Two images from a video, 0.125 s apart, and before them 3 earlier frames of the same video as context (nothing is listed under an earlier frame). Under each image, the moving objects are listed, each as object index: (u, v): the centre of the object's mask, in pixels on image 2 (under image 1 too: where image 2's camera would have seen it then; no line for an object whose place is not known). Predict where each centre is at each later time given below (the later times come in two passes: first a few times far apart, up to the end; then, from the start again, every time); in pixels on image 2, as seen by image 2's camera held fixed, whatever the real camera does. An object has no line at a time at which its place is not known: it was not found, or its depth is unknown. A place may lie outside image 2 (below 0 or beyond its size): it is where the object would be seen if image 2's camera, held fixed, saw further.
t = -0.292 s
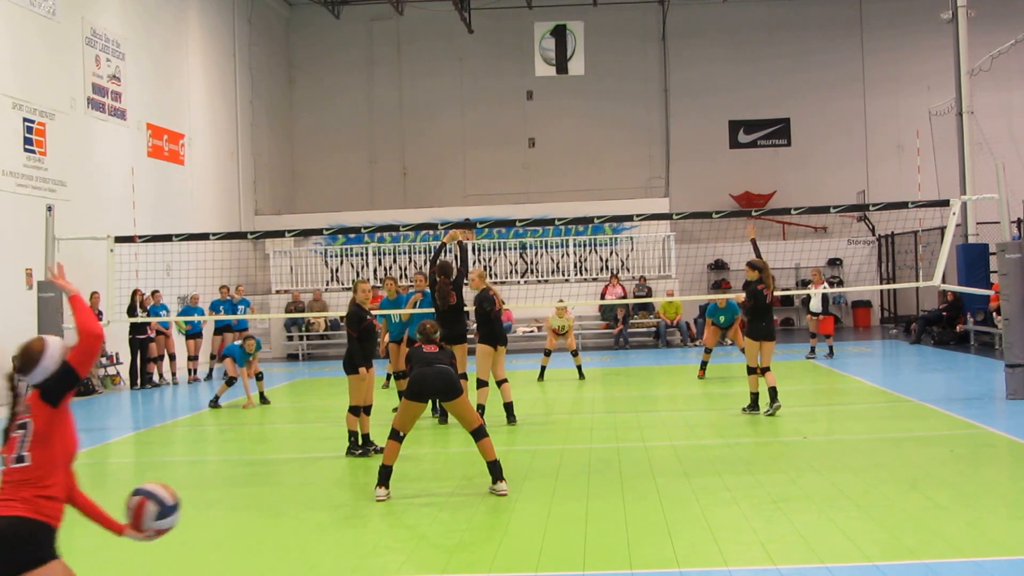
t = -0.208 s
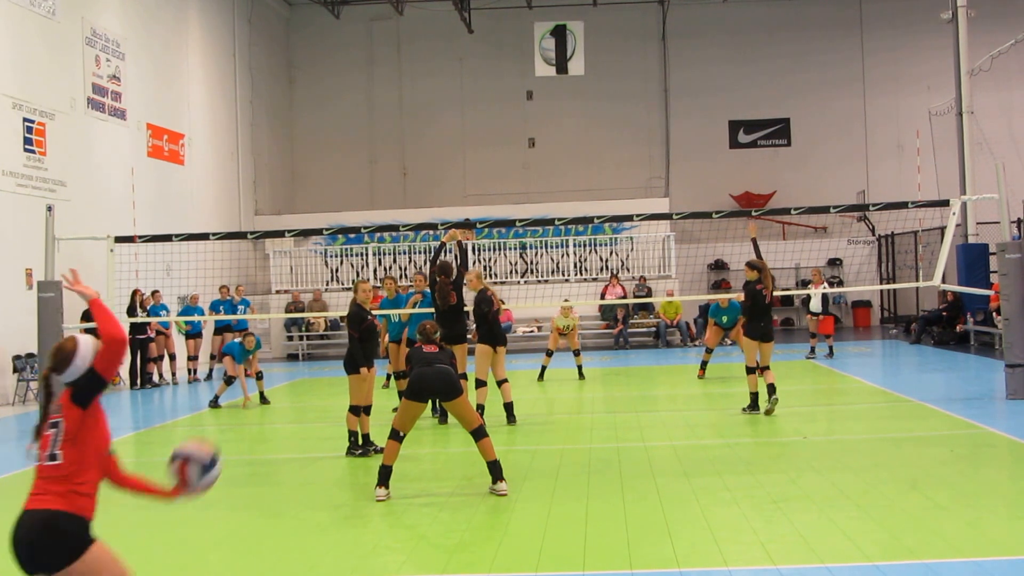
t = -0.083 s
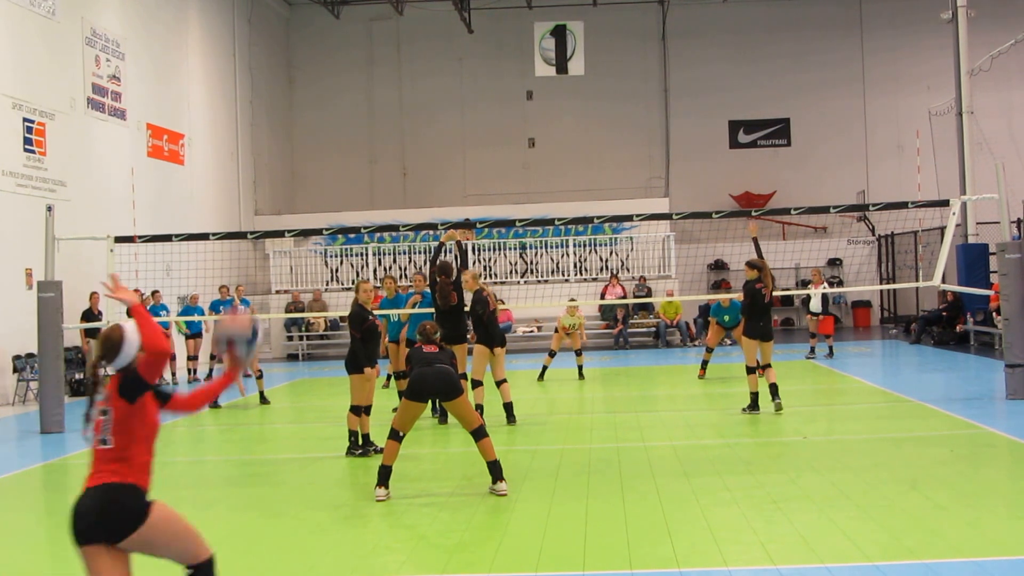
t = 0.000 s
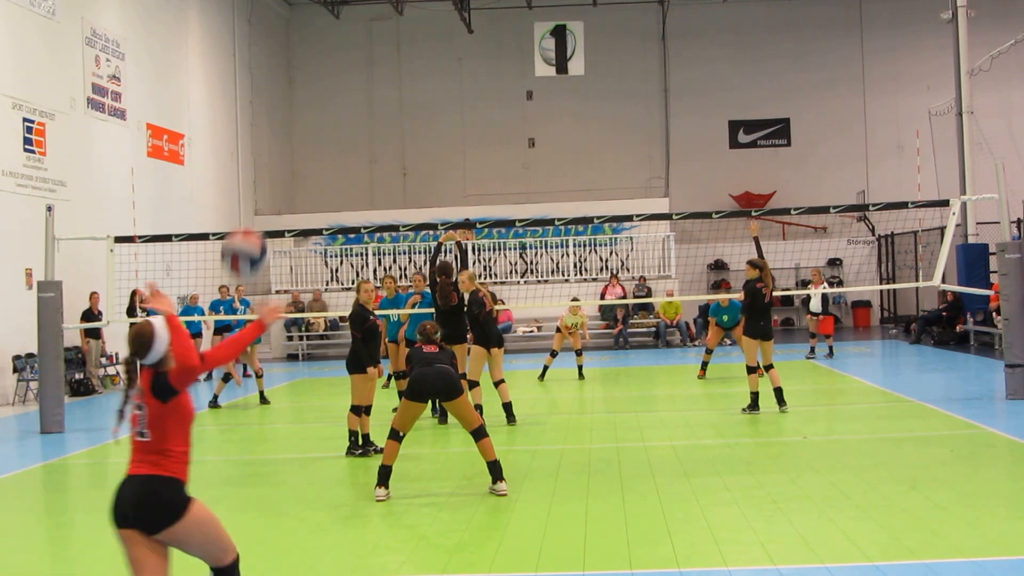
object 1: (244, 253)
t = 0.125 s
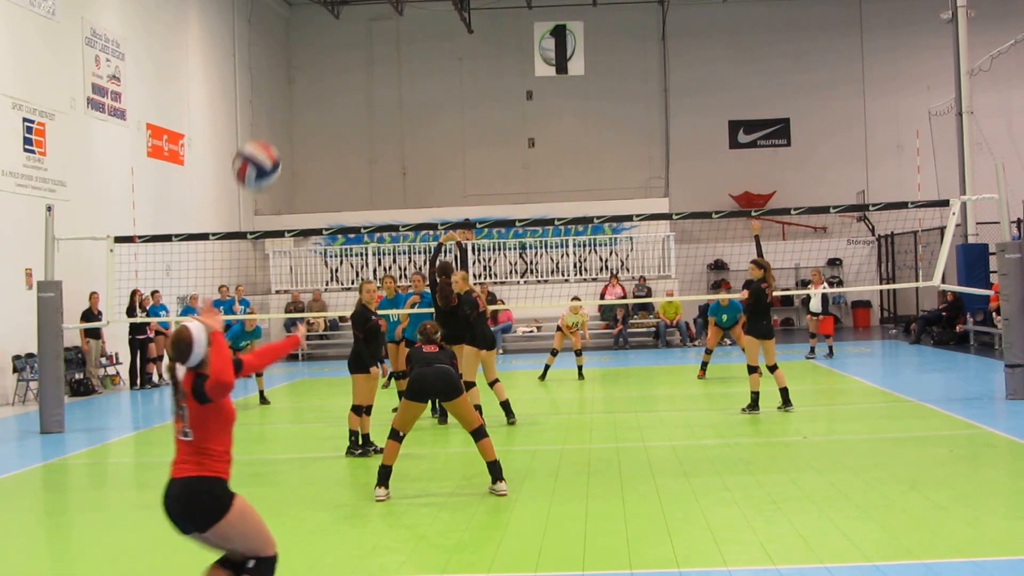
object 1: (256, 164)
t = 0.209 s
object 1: (265, 128)
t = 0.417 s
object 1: (286, 106)
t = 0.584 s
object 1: (304, 153)
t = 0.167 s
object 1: (261, 144)
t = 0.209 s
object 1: (265, 128)
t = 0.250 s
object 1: (270, 116)
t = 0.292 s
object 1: (273, 108)
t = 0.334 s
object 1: (277, 104)
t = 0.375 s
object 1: (282, 103)
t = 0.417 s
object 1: (286, 106)
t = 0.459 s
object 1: (291, 113)
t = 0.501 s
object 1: (295, 123)
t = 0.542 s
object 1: (300, 136)
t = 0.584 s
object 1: (304, 153)
